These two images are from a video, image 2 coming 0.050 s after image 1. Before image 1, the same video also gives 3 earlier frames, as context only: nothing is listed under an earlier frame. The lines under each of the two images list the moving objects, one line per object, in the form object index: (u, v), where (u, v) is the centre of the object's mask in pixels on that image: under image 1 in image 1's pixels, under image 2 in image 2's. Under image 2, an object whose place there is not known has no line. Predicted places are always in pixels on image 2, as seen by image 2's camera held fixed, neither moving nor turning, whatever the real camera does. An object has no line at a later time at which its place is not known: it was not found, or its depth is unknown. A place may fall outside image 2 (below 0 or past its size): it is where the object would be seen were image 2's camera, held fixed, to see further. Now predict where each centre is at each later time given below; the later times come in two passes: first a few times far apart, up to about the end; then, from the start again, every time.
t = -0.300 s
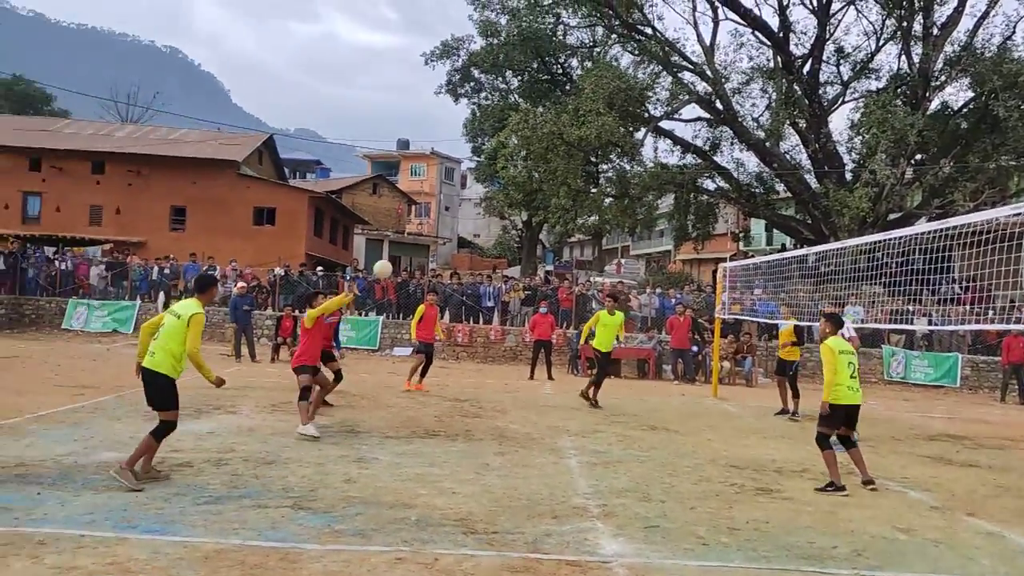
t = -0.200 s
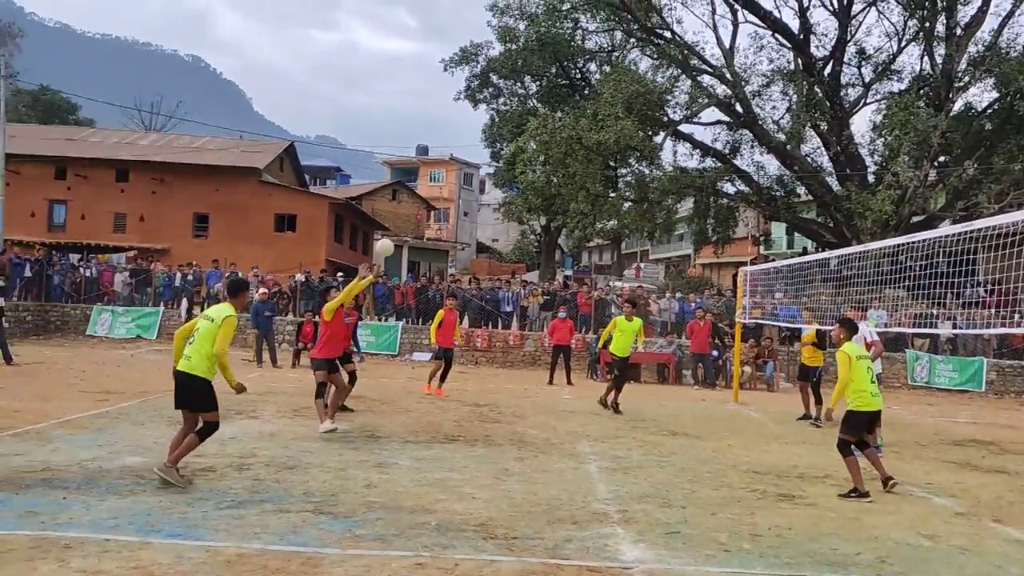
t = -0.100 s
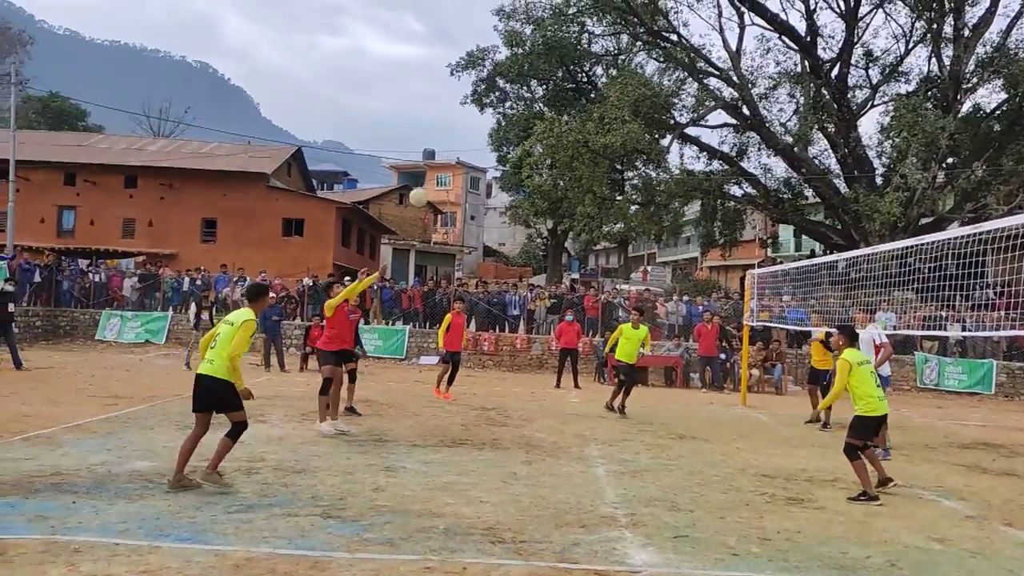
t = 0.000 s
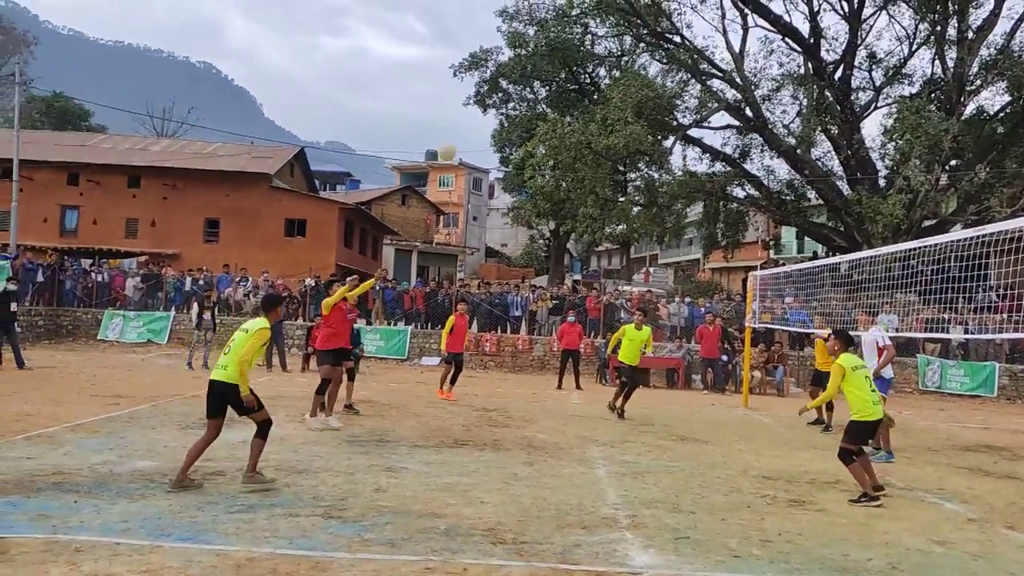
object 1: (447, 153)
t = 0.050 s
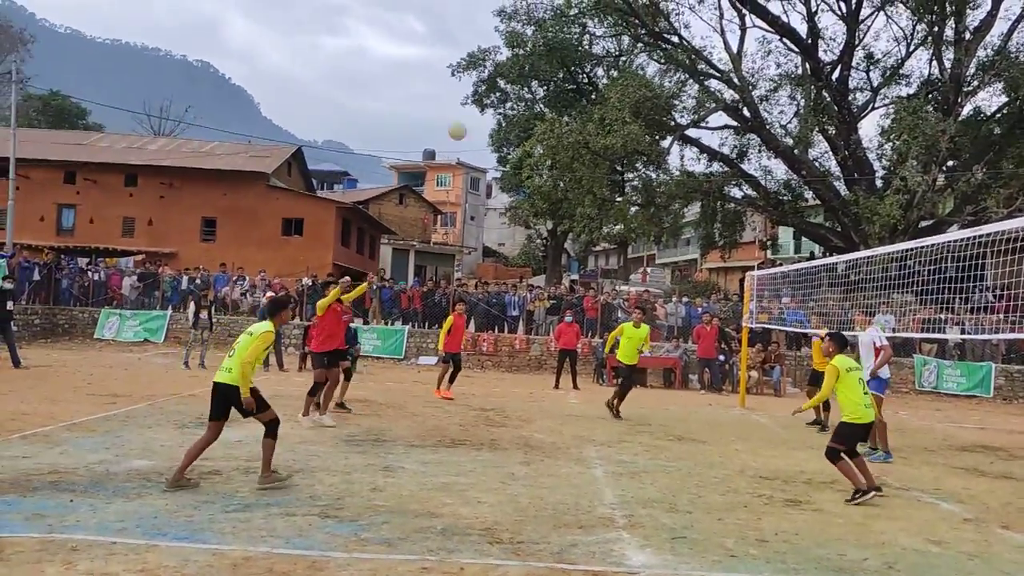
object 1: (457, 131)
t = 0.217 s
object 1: (499, 79)
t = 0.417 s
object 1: (549, 47)
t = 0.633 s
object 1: (600, 54)
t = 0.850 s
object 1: (652, 102)
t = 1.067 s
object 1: (698, 195)
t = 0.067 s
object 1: (461, 125)
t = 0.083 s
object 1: (466, 118)
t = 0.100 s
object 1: (470, 112)
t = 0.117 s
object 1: (474, 107)
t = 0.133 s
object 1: (479, 102)
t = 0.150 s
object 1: (483, 97)
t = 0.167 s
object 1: (486, 92)
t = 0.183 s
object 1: (491, 87)
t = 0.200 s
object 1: (495, 83)
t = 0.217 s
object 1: (499, 79)
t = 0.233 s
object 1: (503, 75)
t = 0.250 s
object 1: (507, 71)
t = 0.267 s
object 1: (511, 68)
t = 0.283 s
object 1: (516, 64)
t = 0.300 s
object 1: (520, 61)
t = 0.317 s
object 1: (524, 59)
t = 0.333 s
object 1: (528, 56)
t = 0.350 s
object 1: (532, 54)
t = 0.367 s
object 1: (537, 52)
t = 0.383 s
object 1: (541, 50)
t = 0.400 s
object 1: (545, 49)
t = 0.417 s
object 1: (549, 47)
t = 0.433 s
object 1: (553, 46)
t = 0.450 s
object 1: (557, 46)
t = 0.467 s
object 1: (561, 45)
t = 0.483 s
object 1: (565, 45)
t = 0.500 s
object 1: (569, 45)
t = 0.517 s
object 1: (573, 45)
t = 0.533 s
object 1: (577, 46)
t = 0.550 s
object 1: (582, 46)
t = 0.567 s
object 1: (585, 47)
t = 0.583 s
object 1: (588, 49)
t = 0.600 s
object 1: (594, 50)
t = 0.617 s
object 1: (597, 52)
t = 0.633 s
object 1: (600, 54)
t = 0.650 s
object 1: (605, 56)
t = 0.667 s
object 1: (609, 59)
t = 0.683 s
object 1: (613, 61)
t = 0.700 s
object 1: (617, 64)
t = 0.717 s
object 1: (621, 67)
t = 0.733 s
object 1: (625, 70)
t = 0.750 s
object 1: (628, 74)
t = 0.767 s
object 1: (633, 78)
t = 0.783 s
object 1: (637, 82)
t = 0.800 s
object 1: (640, 87)
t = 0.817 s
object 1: (644, 92)
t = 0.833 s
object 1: (648, 97)
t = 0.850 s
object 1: (652, 102)
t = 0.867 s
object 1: (655, 108)
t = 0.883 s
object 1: (659, 113)
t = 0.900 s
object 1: (663, 120)
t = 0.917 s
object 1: (666, 126)
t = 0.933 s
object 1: (670, 132)
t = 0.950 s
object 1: (673, 138)
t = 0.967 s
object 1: (677, 146)
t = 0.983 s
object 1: (681, 154)
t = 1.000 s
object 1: (685, 162)
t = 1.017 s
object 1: (687, 170)
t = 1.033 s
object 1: (691, 177)
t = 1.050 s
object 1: (695, 186)
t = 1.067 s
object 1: (698, 195)
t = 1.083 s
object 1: (702, 203)
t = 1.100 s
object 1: (705, 212)
